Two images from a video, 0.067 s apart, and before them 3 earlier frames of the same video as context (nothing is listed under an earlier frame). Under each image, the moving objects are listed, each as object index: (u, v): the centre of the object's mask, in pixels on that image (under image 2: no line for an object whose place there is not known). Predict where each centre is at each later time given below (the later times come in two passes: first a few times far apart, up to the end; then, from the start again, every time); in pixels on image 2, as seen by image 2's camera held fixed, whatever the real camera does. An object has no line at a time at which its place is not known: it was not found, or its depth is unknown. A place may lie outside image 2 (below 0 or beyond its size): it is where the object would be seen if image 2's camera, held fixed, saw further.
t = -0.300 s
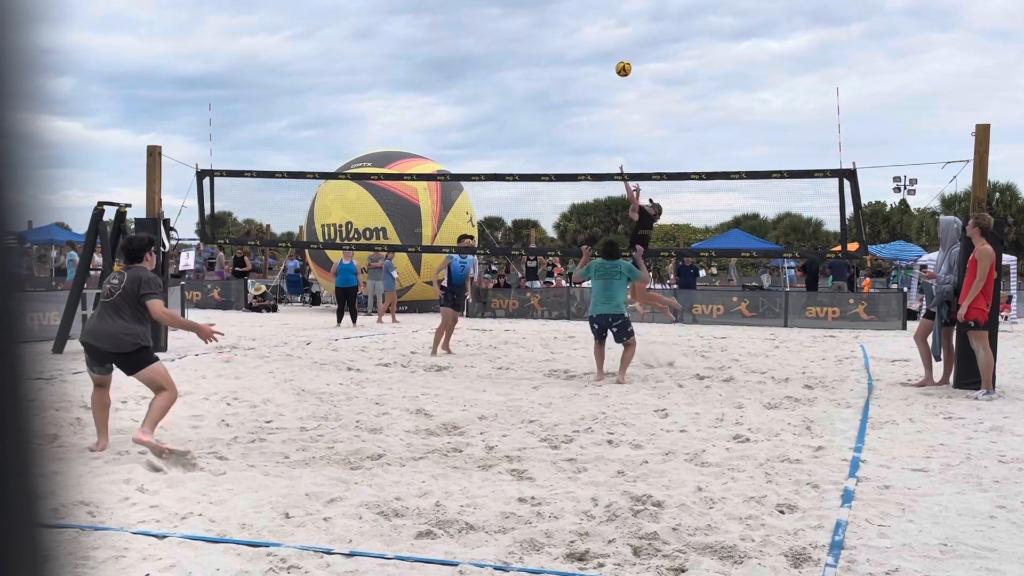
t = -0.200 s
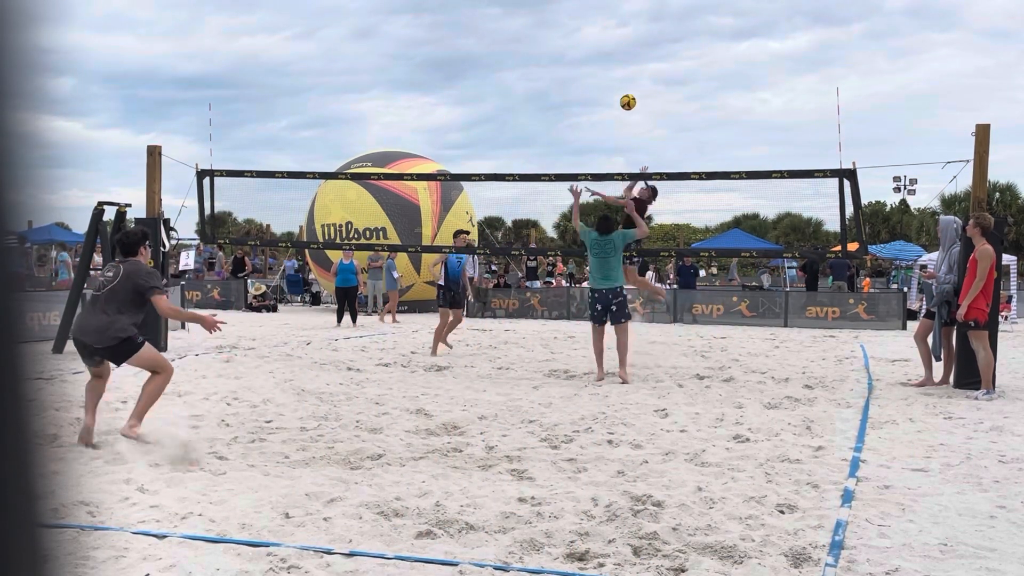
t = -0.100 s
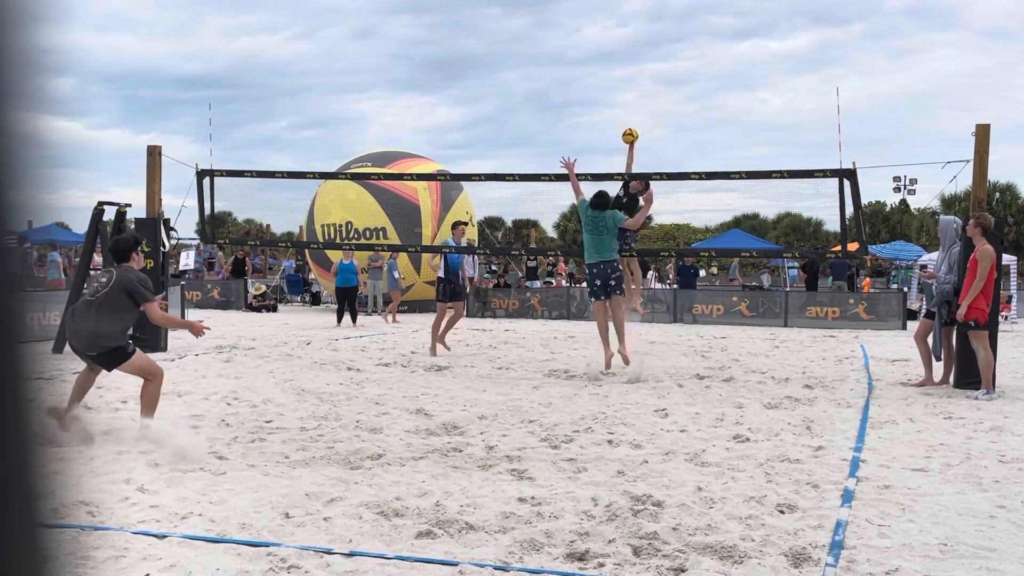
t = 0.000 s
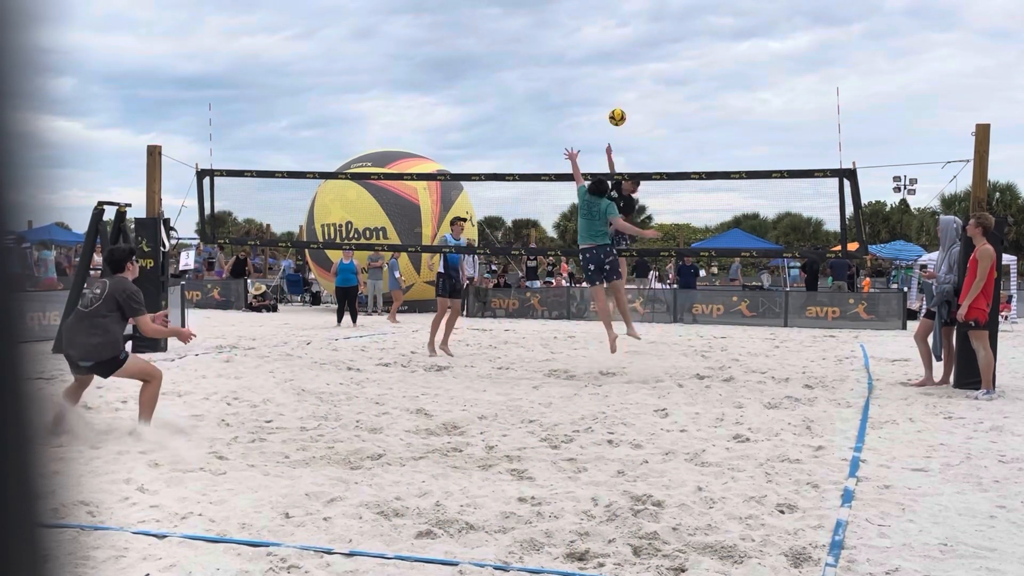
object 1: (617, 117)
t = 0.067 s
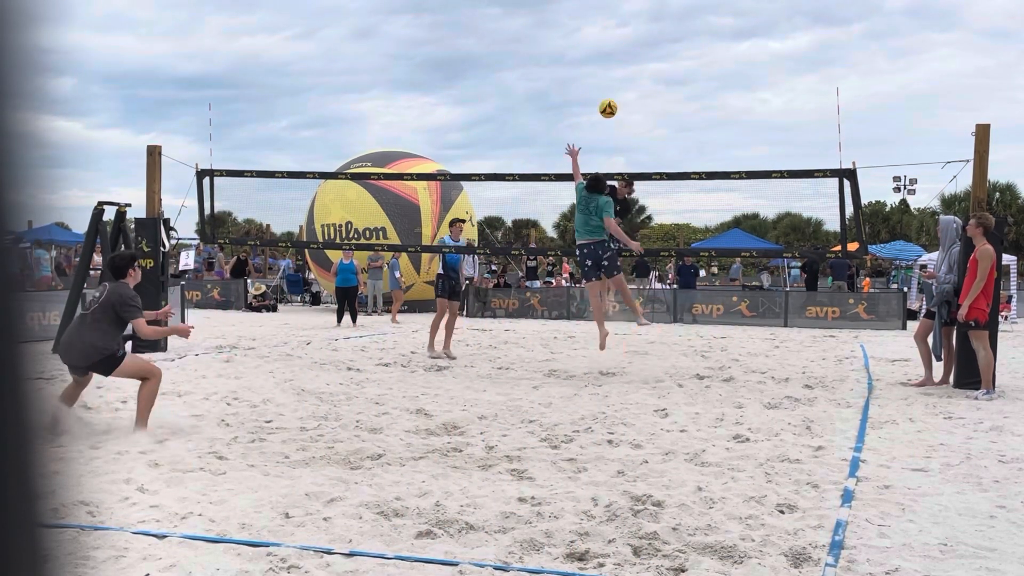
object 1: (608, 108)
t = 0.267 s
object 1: (576, 106)
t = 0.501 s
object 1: (528, 160)
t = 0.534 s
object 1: (520, 174)
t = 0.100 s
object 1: (603, 106)
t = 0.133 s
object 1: (598, 104)
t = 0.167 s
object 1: (593, 102)
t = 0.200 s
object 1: (588, 103)
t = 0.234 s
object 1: (582, 104)
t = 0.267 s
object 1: (576, 106)
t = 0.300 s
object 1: (569, 109)
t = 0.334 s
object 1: (563, 114)
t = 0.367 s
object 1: (557, 120)
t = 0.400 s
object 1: (550, 128)
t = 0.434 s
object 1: (543, 137)
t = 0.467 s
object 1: (536, 147)
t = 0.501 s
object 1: (528, 160)
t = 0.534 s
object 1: (520, 174)
